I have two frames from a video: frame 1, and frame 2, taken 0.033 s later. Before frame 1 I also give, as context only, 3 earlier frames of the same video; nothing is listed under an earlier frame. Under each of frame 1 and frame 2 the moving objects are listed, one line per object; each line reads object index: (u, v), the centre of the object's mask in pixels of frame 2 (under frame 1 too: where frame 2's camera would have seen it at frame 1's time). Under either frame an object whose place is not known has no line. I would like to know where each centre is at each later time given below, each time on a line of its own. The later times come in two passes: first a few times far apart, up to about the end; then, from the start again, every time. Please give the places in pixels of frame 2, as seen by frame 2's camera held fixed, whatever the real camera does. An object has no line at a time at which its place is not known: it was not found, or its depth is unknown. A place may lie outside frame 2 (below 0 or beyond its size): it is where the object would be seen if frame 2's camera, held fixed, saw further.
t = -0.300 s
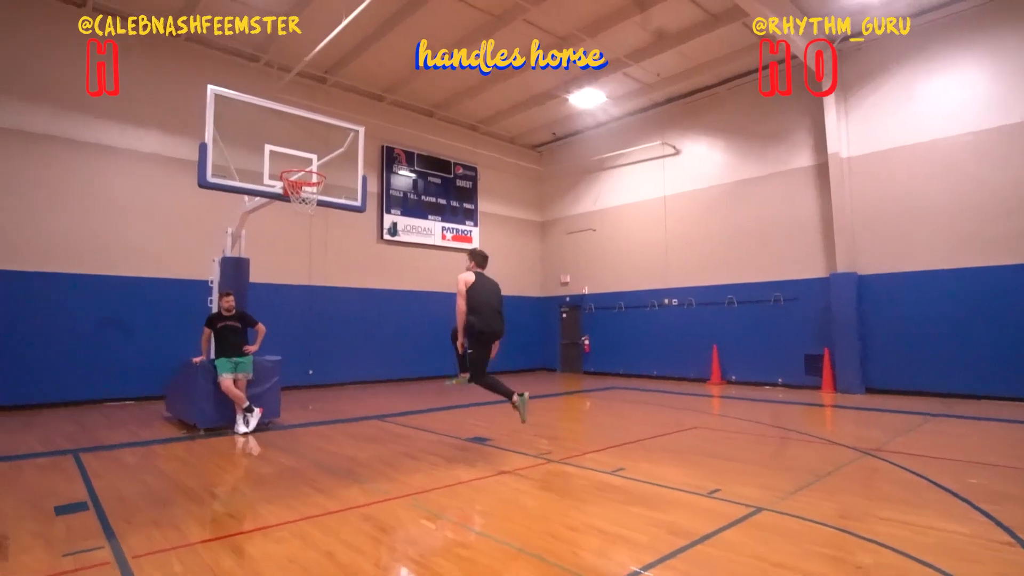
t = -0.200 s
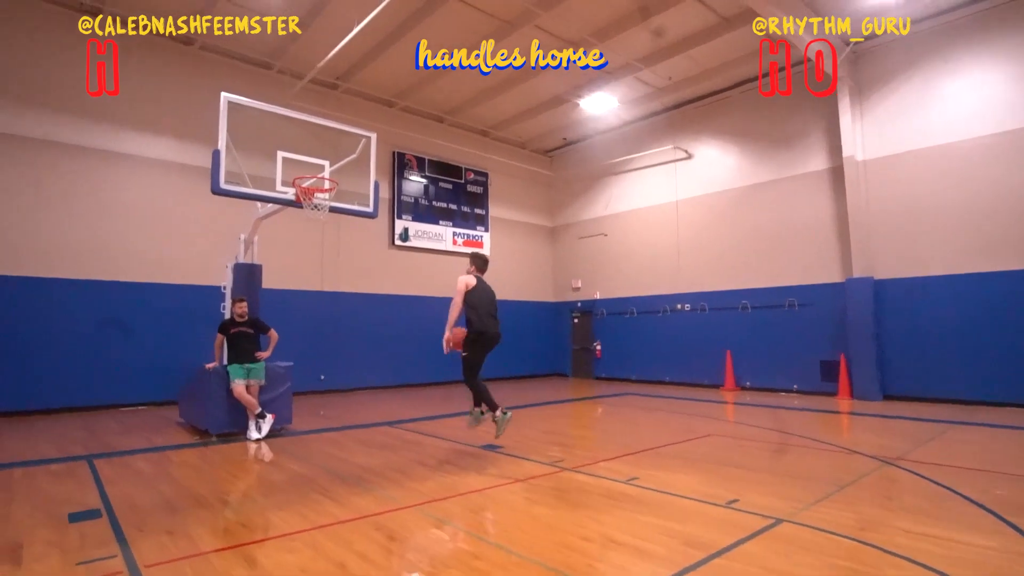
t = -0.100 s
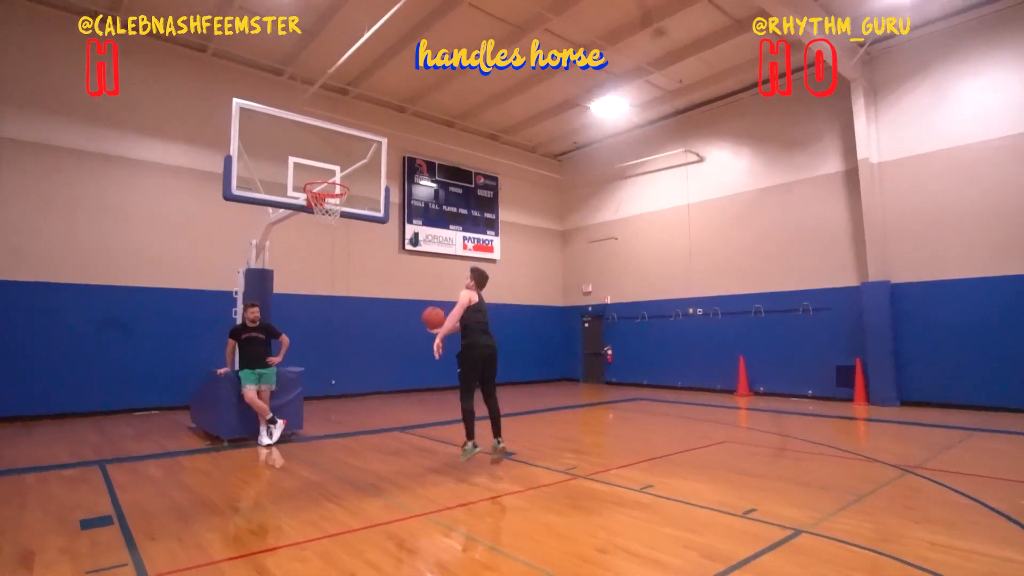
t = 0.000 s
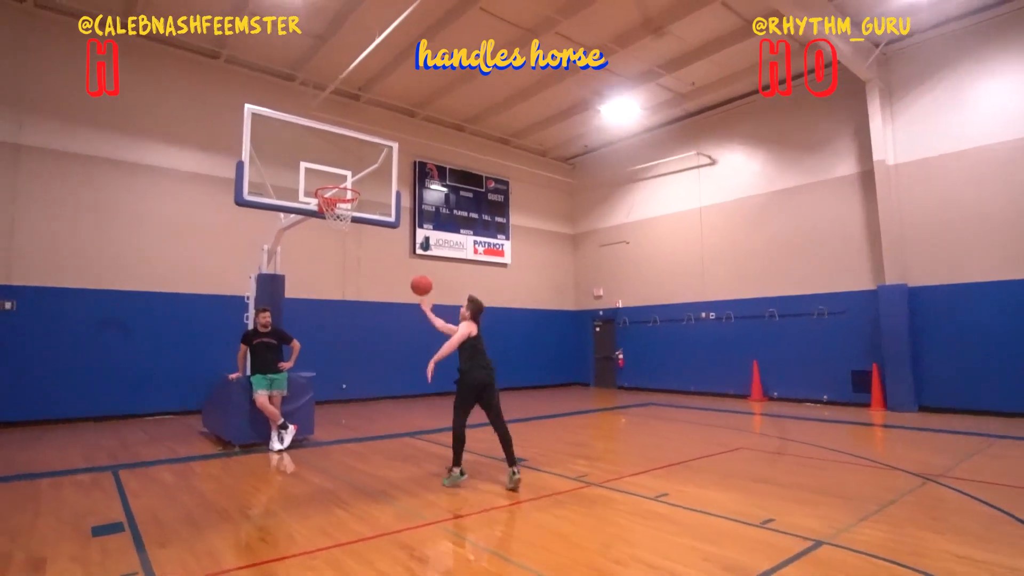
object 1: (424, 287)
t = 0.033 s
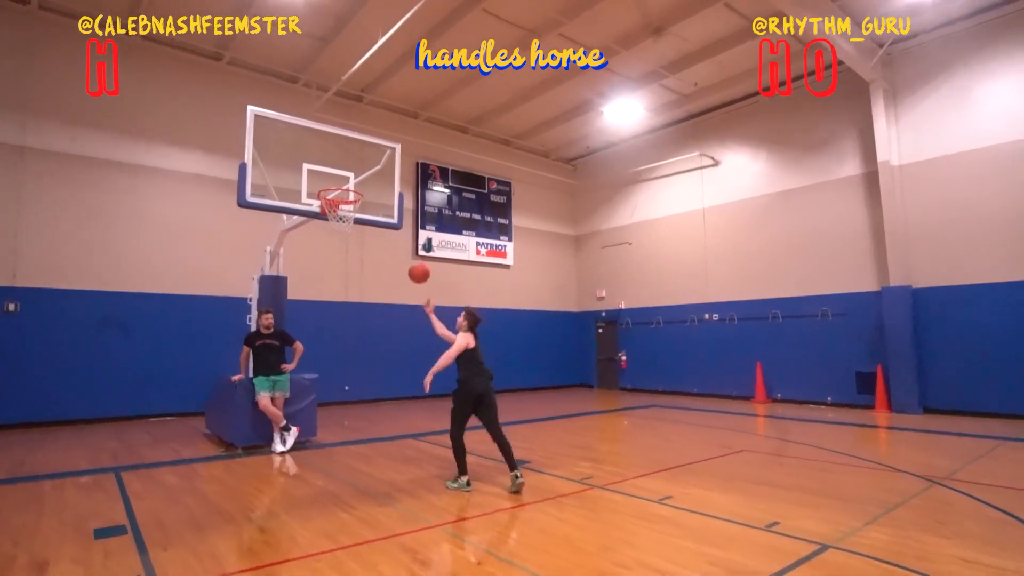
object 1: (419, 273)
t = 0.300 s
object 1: (381, 199)
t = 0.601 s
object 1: (359, 171)
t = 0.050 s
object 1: (417, 266)
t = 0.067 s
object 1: (414, 260)
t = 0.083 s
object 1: (412, 254)
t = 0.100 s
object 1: (409, 248)
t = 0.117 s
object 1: (407, 243)
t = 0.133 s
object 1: (404, 237)
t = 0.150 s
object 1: (402, 232)
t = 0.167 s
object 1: (400, 228)
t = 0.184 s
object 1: (397, 223)
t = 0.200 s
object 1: (395, 219)
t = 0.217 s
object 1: (393, 215)
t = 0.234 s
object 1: (390, 211)
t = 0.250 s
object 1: (388, 208)
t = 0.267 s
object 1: (386, 205)
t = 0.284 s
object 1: (383, 202)
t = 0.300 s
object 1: (381, 199)
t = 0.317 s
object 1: (379, 196)
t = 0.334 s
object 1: (376, 194)
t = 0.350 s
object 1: (374, 192)
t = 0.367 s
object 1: (372, 190)
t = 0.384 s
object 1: (369, 188)
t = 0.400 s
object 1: (367, 187)
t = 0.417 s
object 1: (365, 186)
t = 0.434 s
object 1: (363, 184)
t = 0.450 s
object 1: (360, 183)
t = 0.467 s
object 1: (359, 183)
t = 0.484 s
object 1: (358, 181)
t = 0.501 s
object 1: (359, 179)
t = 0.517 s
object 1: (358, 177)
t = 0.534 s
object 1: (359, 175)
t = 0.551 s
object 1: (359, 174)
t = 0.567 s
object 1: (359, 173)
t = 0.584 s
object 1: (359, 172)
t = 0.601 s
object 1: (359, 171)
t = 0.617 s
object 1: (359, 171)
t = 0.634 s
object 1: (359, 170)
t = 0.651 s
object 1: (359, 170)
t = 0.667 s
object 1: (359, 170)
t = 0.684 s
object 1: (359, 171)
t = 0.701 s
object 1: (359, 171)
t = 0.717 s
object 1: (360, 172)
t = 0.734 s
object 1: (360, 173)
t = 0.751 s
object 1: (360, 175)
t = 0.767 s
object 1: (360, 176)
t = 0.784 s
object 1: (360, 178)
